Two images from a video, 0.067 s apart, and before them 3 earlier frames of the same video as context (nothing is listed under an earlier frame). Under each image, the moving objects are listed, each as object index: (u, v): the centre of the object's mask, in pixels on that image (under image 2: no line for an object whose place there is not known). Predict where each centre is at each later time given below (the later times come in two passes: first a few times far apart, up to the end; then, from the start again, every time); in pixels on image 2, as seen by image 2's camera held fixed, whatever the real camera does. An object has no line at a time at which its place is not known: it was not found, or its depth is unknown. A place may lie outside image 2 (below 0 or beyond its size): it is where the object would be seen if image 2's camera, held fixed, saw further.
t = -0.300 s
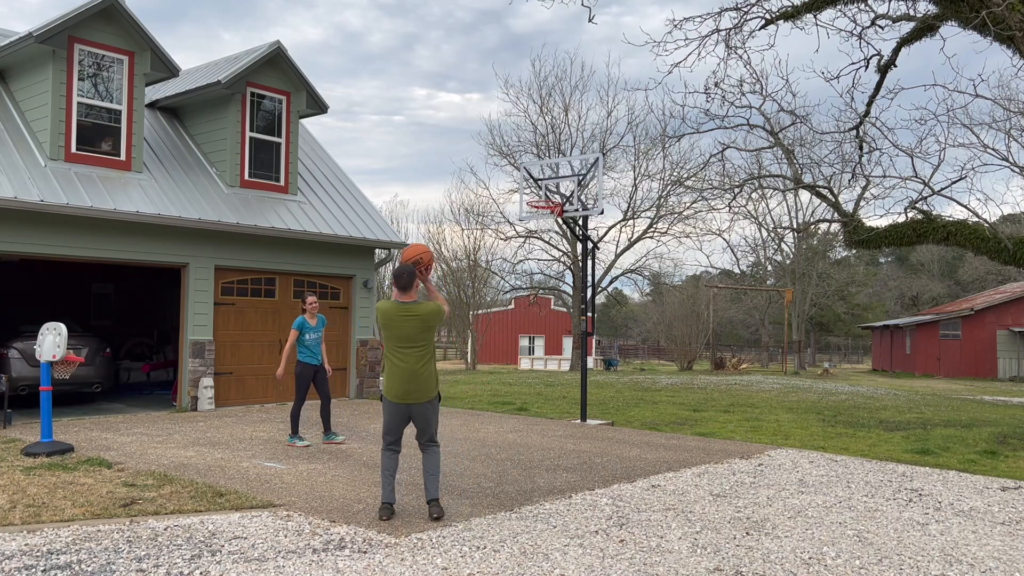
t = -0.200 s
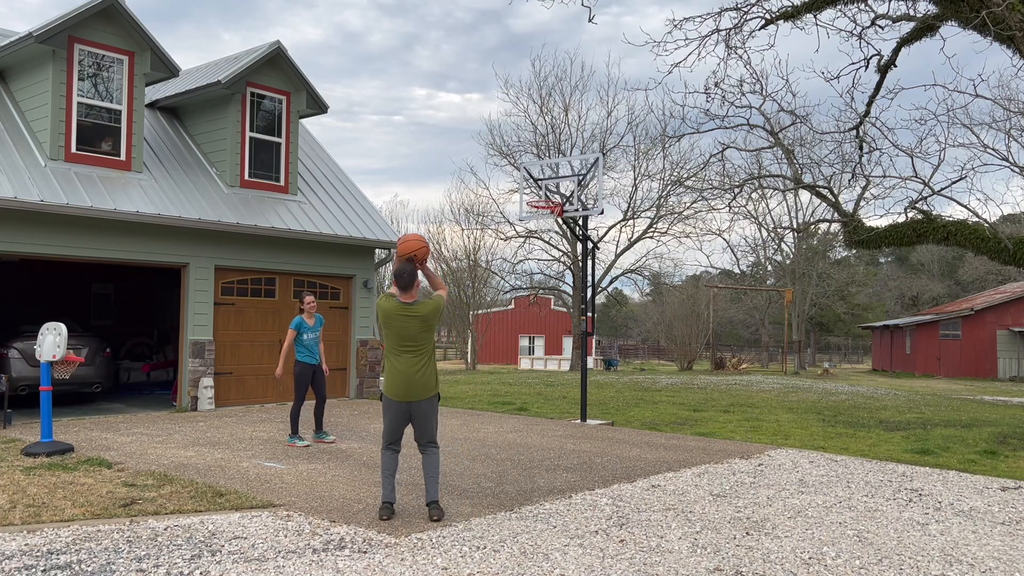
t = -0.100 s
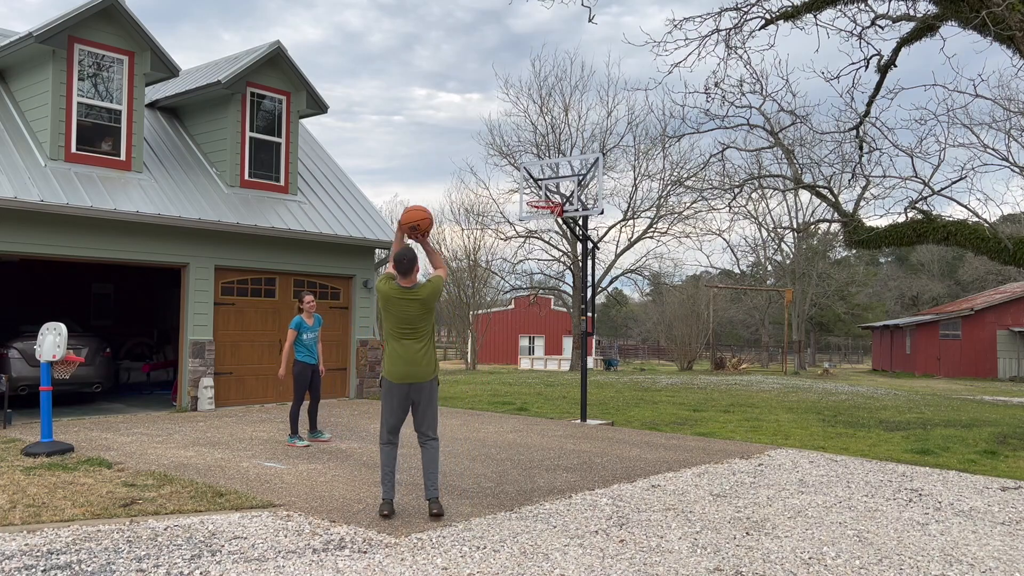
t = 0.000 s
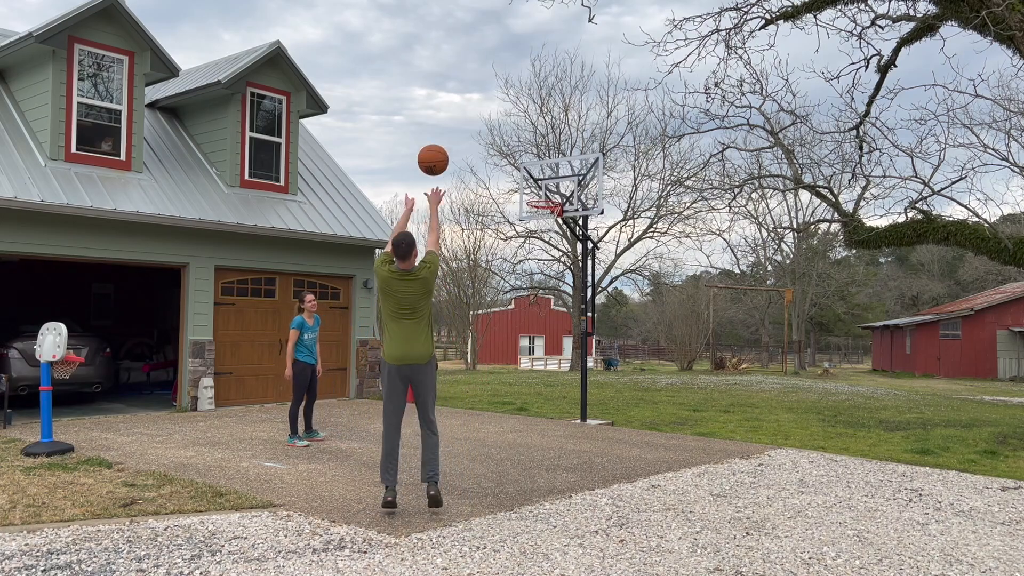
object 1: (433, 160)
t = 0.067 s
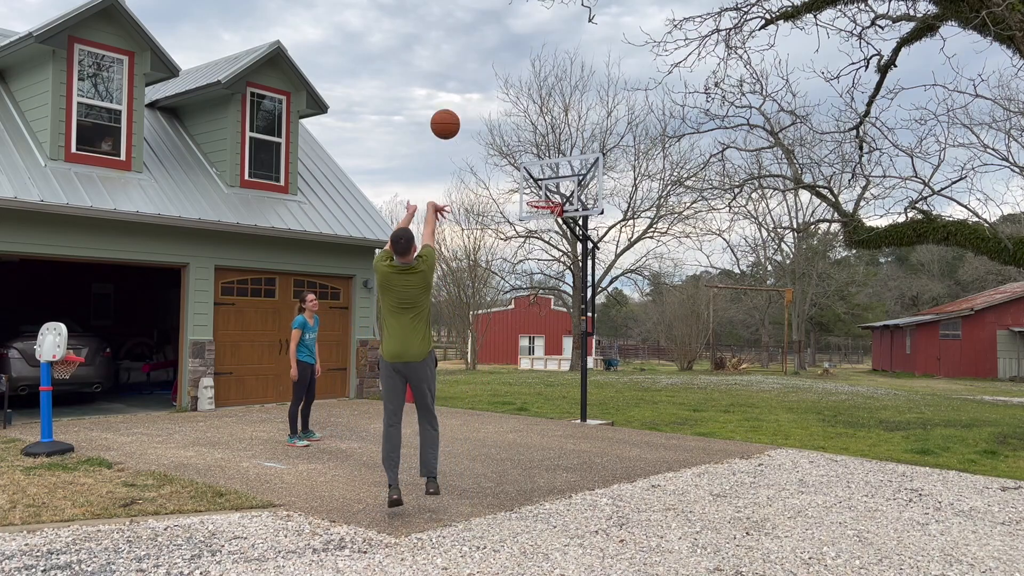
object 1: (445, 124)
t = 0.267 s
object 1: (475, 63)
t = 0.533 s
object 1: (504, 58)
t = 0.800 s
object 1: (526, 111)
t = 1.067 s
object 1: (543, 202)
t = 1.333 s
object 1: (551, 246)
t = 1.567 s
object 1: (556, 306)
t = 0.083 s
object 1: (448, 116)
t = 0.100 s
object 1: (451, 109)
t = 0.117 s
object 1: (453, 103)
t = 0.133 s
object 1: (456, 97)
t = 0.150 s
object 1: (459, 91)
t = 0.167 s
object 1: (461, 86)
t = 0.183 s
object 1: (464, 81)
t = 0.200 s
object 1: (466, 76)
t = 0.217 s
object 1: (468, 72)
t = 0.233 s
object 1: (471, 69)
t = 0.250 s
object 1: (473, 66)
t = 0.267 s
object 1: (475, 63)
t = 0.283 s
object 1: (477, 60)
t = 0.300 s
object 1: (479, 58)
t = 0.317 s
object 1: (481, 56)
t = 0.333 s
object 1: (483, 54)
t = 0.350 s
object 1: (485, 53)
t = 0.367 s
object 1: (487, 52)
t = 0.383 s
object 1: (489, 52)
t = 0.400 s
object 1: (491, 51)
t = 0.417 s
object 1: (492, 51)
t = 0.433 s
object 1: (494, 51)
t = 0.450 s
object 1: (496, 52)
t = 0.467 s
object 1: (498, 53)
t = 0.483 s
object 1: (499, 53)
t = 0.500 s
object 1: (501, 55)
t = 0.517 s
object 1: (503, 56)
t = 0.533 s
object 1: (504, 58)
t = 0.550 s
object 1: (506, 59)
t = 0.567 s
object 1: (507, 61)
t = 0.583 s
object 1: (509, 64)
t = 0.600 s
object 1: (510, 66)
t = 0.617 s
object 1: (512, 69)
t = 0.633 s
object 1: (513, 72)
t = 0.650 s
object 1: (515, 75)
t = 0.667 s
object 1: (516, 78)
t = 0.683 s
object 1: (517, 82)
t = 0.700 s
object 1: (519, 85)
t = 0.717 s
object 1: (520, 89)
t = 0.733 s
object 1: (521, 93)
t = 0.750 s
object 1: (523, 97)
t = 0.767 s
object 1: (524, 102)
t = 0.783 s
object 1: (525, 106)
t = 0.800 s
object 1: (526, 111)
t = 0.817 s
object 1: (527, 116)
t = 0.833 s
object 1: (529, 120)
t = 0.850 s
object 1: (530, 125)
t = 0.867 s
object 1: (531, 130)
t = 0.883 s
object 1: (532, 136)
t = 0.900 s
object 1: (533, 141)
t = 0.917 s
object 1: (534, 147)
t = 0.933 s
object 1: (535, 153)
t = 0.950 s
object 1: (536, 158)
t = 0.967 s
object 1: (537, 164)
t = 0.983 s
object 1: (538, 170)
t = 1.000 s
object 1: (539, 176)
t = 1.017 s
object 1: (540, 183)
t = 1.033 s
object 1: (541, 189)
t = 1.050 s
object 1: (542, 195)
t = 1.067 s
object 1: (543, 202)
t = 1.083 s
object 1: (544, 209)
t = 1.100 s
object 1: (545, 214)
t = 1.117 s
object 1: (546, 218)
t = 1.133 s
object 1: (546, 221)
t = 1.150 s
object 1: (546, 223)
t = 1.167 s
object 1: (547, 223)
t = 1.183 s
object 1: (547, 225)
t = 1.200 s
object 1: (547, 226)
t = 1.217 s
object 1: (548, 228)
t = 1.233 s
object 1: (548, 230)
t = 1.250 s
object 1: (548, 233)
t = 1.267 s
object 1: (549, 235)
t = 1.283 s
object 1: (550, 237)
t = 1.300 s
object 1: (550, 239)
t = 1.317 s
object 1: (550, 243)
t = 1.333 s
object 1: (551, 246)
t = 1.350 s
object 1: (551, 249)
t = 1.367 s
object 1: (551, 252)
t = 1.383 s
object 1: (552, 256)
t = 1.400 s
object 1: (552, 260)
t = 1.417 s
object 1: (553, 264)
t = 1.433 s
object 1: (553, 268)
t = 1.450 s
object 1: (554, 272)
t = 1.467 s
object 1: (554, 277)
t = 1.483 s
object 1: (554, 281)
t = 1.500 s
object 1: (554, 286)
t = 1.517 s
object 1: (555, 291)
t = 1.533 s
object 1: (555, 295)
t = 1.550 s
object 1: (555, 301)
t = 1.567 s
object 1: (556, 306)
